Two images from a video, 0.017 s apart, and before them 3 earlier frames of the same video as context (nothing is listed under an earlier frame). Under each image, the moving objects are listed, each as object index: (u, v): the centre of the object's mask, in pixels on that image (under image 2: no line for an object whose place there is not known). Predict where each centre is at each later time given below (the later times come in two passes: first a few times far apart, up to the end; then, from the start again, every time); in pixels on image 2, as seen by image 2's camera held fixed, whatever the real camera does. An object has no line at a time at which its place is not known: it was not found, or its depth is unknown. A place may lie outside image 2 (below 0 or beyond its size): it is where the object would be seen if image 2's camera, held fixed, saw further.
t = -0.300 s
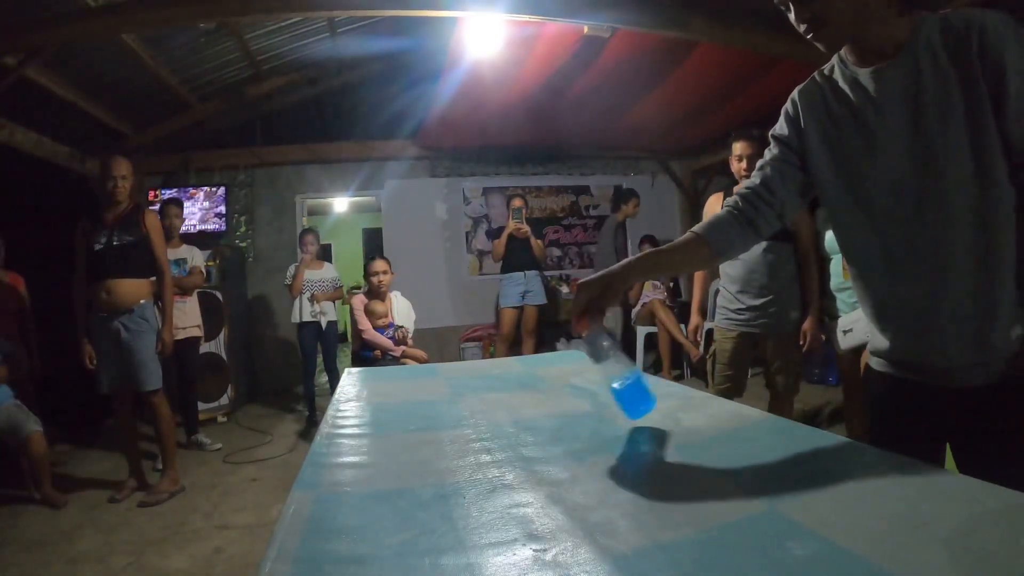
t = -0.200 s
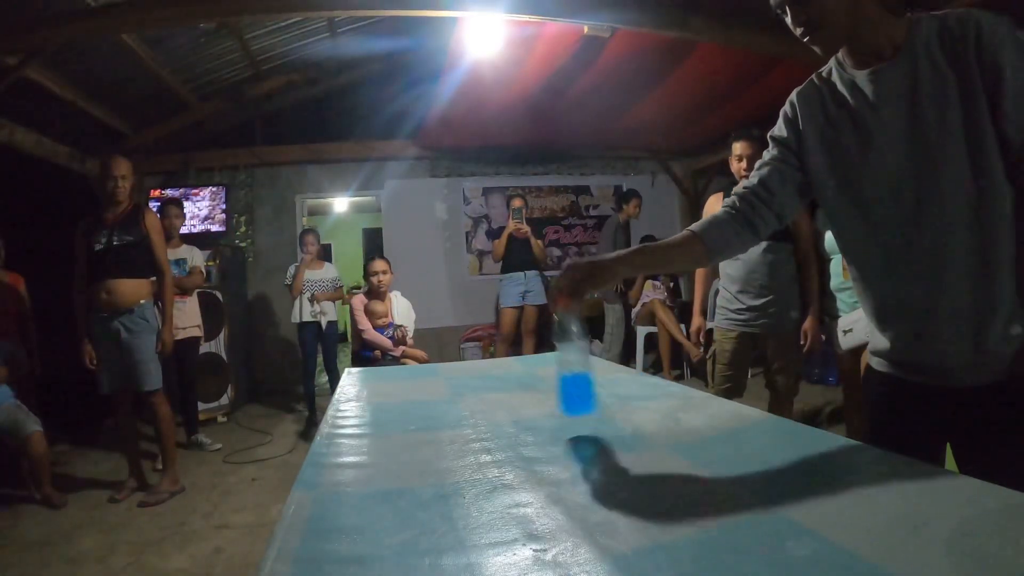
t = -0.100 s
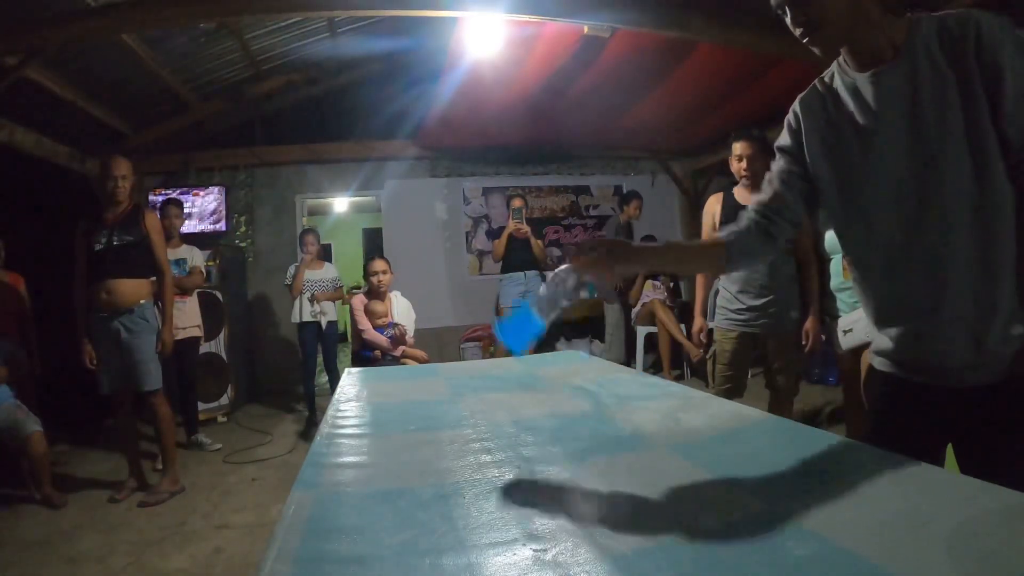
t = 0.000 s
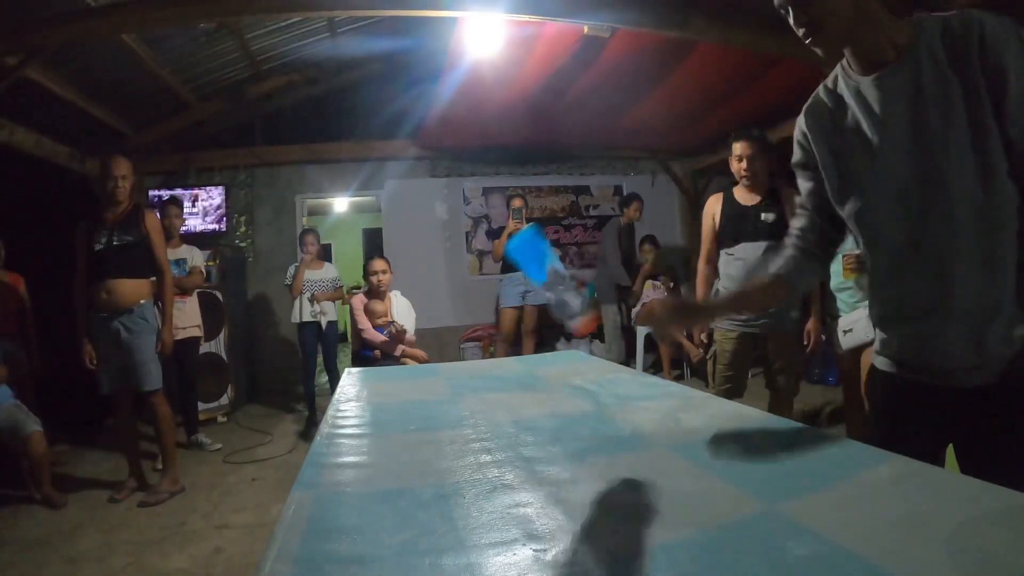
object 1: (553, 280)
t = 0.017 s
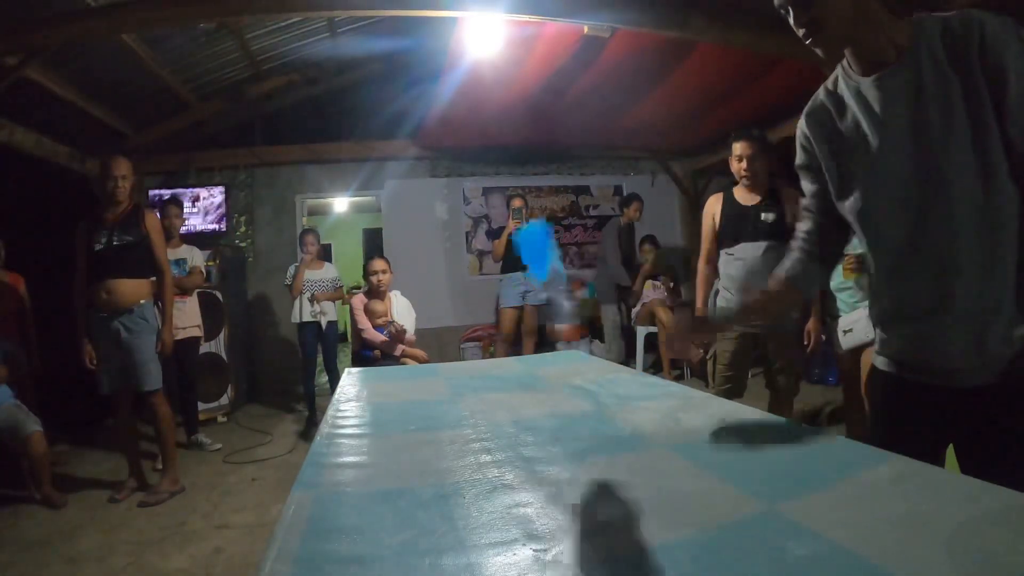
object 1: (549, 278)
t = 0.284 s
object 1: (609, 379)
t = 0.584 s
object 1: (682, 418)
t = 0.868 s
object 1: (685, 415)
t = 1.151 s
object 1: (682, 418)
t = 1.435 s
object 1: (683, 418)
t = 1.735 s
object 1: (683, 418)
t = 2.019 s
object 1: (683, 418)
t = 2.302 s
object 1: (683, 418)
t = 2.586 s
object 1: (683, 418)
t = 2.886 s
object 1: (683, 418)
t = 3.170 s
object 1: (683, 418)
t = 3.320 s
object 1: (683, 418)
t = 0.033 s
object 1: (545, 274)
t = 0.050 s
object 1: (542, 272)
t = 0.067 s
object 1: (539, 272)
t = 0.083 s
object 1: (540, 269)
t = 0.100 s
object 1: (548, 261)
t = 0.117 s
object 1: (546, 266)
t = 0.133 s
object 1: (551, 268)
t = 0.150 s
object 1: (561, 275)
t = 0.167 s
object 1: (565, 282)
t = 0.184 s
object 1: (570, 292)
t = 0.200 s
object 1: (576, 304)
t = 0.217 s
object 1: (581, 314)
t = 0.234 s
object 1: (588, 336)
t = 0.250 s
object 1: (594, 349)
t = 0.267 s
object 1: (601, 371)
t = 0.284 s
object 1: (609, 379)
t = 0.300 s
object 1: (614, 379)
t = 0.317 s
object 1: (619, 378)
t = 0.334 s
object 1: (626, 379)
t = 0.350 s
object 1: (632, 381)
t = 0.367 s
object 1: (637, 387)
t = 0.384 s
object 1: (644, 386)
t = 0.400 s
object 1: (653, 390)
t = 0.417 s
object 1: (660, 396)
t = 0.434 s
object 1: (665, 403)
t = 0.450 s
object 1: (674, 416)
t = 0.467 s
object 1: (674, 418)
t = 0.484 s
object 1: (675, 416)
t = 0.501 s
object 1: (677, 416)
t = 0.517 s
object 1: (681, 418)
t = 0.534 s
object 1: (682, 418)
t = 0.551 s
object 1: (682, 417)
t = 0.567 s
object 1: (683, 417)
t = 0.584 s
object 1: (682, 418)
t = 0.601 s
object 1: (683, 417)
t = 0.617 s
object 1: (683, 417)
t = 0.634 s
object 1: (683, 417)
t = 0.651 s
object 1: (683, 417)
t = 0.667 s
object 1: (683, 417)
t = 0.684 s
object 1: (683, 416)
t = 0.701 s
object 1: (683, 416)
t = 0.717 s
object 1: (684, 416)
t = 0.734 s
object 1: (684, 416)
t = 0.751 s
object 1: (684, 416)
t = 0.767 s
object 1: (684, 415)
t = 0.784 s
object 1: (684, 415)
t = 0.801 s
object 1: (685, 415)
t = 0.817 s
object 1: (685, 415)
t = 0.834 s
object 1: (685, 415)
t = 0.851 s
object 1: (685, 415)
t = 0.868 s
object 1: (685, 415)
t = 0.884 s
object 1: (685, 416)
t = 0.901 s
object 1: (685, 416)
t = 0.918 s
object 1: (684, 416)
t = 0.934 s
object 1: (684, 416)
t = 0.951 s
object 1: (684, 416)
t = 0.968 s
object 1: (684, 417)
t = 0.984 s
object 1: (684, 416)
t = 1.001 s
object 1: (684, 417)
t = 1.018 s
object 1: (684, 417)
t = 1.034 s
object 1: (683, 417)
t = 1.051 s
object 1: (683, 417)
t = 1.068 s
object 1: (683, 417)
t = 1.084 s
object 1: (683, 417)
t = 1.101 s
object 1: (682, 418)
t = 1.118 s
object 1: (682, 418)
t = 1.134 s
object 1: (682, 418)
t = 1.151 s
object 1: (682, 418)
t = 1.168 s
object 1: (682, 418)
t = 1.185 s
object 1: (682, 419)
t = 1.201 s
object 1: (682, 419)
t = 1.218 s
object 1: (682, 419)
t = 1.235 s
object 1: (682, 418)
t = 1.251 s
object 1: (682, 419)
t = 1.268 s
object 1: (682, 418)
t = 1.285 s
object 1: (682, 419)
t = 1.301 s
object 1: (682, 418)
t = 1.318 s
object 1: (682, 419)
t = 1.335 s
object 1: (682, 419)
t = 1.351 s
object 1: (682, 418)
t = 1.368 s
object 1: (682, 418)
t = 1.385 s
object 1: (682, 418)
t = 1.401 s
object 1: (682, 418)
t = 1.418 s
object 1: (683, 418)
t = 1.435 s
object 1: (683, 418)
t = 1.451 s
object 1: (683, 418)
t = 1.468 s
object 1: (683, 418)
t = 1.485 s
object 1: (683, 417)
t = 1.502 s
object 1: (683, 417)
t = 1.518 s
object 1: (683, 417)
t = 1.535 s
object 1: (683, 417)
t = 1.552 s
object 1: (683, 417)
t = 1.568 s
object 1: (683, 417)
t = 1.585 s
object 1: (683, 417)
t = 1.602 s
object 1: (683, 417)
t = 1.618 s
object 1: (683, 417)
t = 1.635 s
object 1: (683, 417)
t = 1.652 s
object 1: (683, 417)
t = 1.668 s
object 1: (683, 417)
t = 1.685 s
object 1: (683, 418)
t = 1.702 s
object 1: (683, 417)
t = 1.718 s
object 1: (683, 418)
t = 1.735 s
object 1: (683, 418)
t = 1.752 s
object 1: (683, 418)
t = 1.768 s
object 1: (683, 418)
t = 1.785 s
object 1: (683, 418)
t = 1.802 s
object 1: (683, 418)
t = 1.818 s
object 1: (683, 418)
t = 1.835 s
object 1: (683, 418)
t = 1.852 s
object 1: (683, 418)
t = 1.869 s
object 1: (683, 418)
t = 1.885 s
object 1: (683, 418)
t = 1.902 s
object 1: (683, 418)
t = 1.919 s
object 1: (683, 418)
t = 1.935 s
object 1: (683, 418)
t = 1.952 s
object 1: (683, 418)
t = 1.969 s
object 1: (683, 418)
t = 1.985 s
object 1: (683, 418)
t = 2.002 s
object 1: (683, 418)
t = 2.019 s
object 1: (683, 418)
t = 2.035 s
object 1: (683, 417)
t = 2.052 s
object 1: (683, 417)
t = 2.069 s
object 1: (683, 417)
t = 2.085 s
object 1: (683, 417)
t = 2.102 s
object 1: (683, 417)
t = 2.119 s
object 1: (683, 417)
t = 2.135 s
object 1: (683, 417)
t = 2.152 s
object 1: (683, 417)
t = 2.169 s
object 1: (683, 417)
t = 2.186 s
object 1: (683, 417)
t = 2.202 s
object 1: (683, 417)
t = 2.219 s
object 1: (683, 417)
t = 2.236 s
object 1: (683, 417)
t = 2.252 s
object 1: (683, 418)
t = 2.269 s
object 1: (683, 418)
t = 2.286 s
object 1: (683, 418)
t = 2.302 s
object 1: (683, 418)
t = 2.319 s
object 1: (683, 418)
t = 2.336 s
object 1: (683, 418)
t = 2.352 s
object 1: (683, 418)
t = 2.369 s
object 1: (683, 418)
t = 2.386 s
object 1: (683, 418)
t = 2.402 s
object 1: (683, 418)
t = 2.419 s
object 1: (683, 418)
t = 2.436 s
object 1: (683, 418)
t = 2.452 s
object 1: (683, 418)
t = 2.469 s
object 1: (683, 418)
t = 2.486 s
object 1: (683, 418)
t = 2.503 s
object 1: (683, 418)
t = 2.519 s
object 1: (683, 418)
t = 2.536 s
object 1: (683, 418)
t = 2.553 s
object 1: (683, 418)
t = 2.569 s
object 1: (683, 418)
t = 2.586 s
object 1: (683, 418)
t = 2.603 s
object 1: (683, 418)
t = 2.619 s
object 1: (683, 418)
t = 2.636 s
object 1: (683, 418)
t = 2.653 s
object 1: (683, 418)
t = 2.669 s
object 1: (683, 418)
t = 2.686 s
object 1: (683, 418)
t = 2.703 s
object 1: (683, 418)
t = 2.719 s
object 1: (683, 418)
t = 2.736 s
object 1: (683, 418)
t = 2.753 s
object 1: (683, 418)
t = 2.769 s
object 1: (683, 418)
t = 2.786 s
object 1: (683, 418)
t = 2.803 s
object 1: (683, 418)
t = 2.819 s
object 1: (683, 418)
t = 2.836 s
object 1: (683, 418)
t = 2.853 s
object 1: (683, 418)
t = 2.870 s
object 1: (683, 418)
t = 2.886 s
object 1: (683, 418)
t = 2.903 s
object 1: (683, 418)
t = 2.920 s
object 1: (683, 418)
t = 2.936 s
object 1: (683, 418)
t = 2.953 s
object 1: (683, 418)
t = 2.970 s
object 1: (683, 418)
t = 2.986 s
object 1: (683, 418)
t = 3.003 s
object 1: (683, 418)
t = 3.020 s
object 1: (683, 418)
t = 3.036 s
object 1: (683, 418)
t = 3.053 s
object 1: (683, 418)
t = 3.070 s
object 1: (683, 418)
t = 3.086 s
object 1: (683, 418)
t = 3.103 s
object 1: (683, 418)
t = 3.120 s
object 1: (683, 418)
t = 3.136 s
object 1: (683, 418)
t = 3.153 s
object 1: (683, 418)
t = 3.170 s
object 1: (683, 418)
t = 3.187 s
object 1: (683, 418)
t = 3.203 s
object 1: (683, 418)
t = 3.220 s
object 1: (682, 418)
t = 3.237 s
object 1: (683, 418)
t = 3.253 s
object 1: (683, 418)
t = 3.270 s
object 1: (682, 418)
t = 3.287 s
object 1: (683, 418)
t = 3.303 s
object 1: (683, 418)
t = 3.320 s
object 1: (683, 418)
